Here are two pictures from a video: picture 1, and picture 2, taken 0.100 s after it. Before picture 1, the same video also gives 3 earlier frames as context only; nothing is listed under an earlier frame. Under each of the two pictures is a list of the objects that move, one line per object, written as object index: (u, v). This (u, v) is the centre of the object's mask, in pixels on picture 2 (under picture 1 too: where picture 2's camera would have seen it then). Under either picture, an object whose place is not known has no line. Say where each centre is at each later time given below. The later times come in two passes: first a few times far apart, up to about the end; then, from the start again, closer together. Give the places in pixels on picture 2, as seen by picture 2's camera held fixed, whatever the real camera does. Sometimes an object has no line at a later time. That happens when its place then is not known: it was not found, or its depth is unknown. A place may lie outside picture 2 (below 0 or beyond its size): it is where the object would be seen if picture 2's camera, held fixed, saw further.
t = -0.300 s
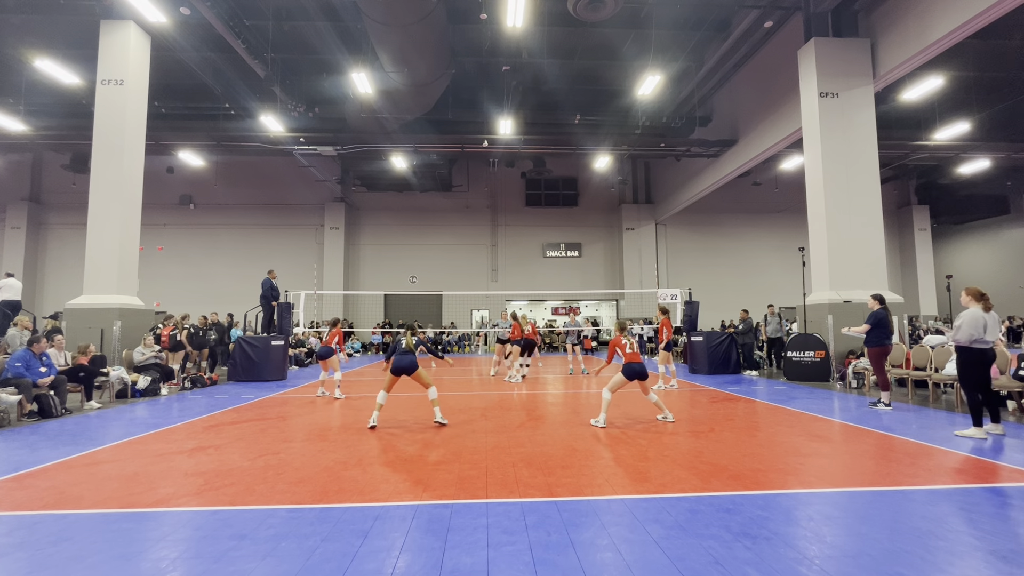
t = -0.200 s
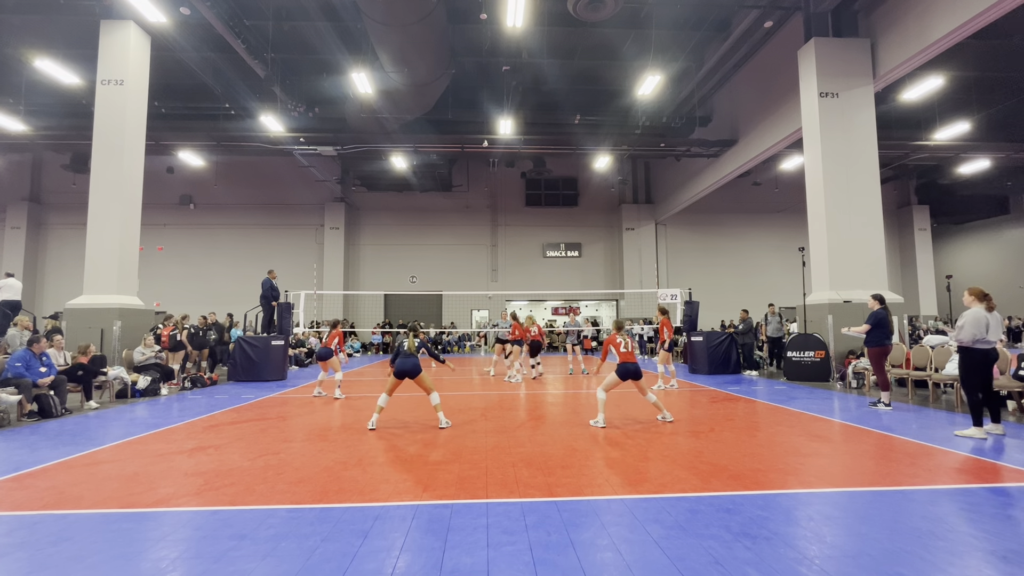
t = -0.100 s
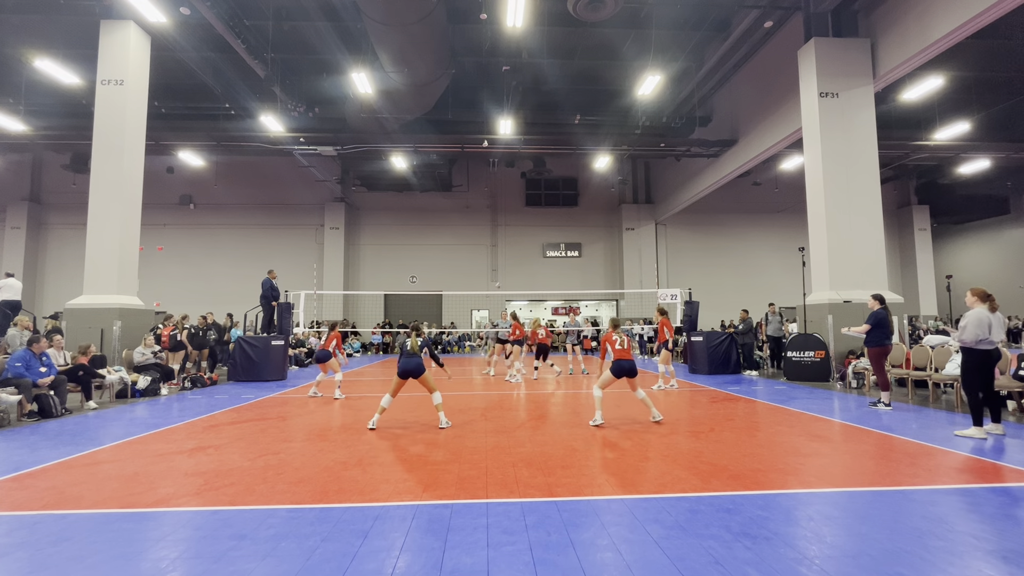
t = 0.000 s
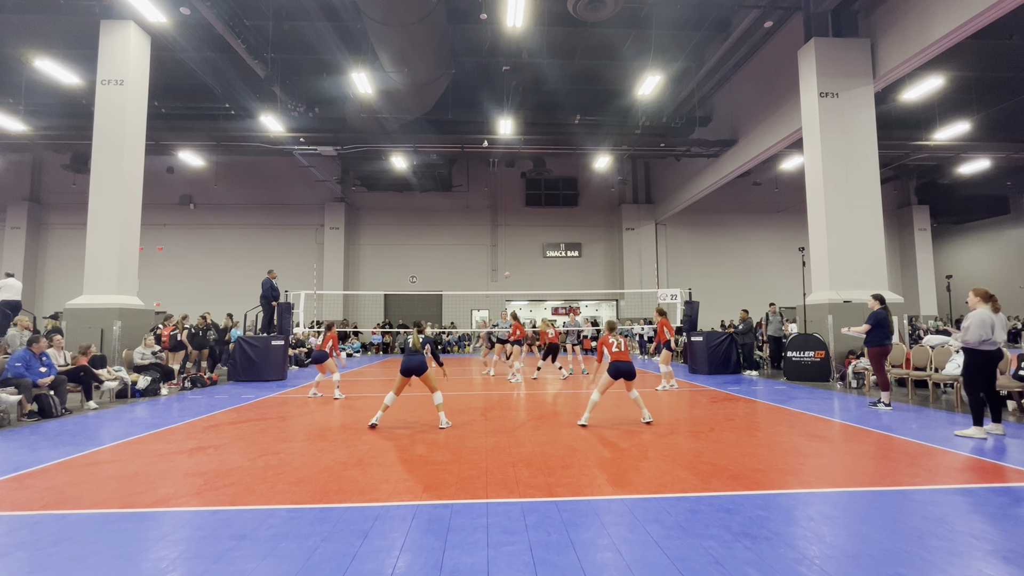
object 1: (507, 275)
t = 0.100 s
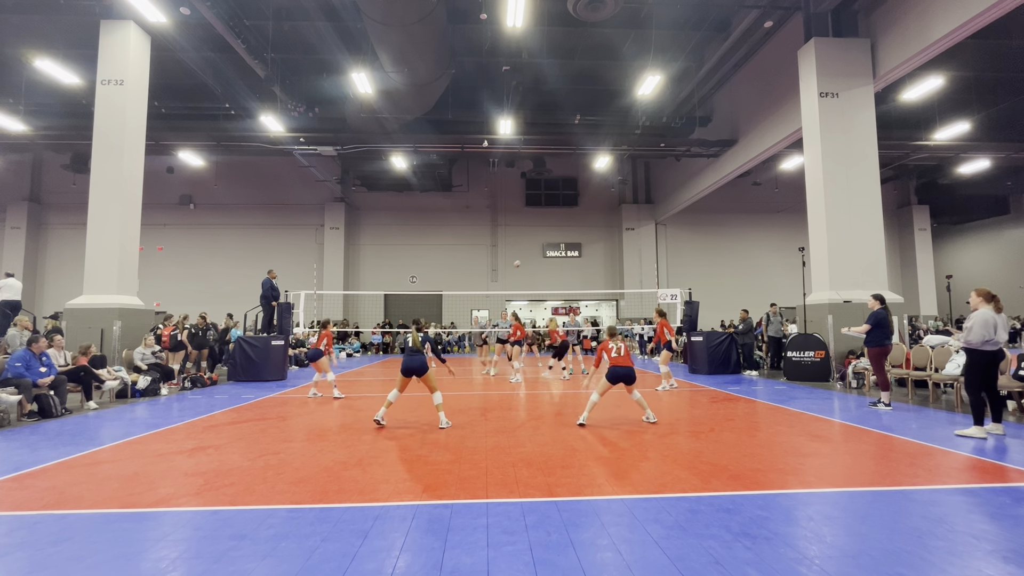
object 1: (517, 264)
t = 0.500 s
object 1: (585, 225)
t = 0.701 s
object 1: (662, 220)
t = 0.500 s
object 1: (585, 225)
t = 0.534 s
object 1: (594, 223)
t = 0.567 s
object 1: (605, 221)
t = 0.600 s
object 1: (616, 220)
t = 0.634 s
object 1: (629, 219)
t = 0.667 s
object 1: (644, 219)
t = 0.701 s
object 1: (662, 220)
